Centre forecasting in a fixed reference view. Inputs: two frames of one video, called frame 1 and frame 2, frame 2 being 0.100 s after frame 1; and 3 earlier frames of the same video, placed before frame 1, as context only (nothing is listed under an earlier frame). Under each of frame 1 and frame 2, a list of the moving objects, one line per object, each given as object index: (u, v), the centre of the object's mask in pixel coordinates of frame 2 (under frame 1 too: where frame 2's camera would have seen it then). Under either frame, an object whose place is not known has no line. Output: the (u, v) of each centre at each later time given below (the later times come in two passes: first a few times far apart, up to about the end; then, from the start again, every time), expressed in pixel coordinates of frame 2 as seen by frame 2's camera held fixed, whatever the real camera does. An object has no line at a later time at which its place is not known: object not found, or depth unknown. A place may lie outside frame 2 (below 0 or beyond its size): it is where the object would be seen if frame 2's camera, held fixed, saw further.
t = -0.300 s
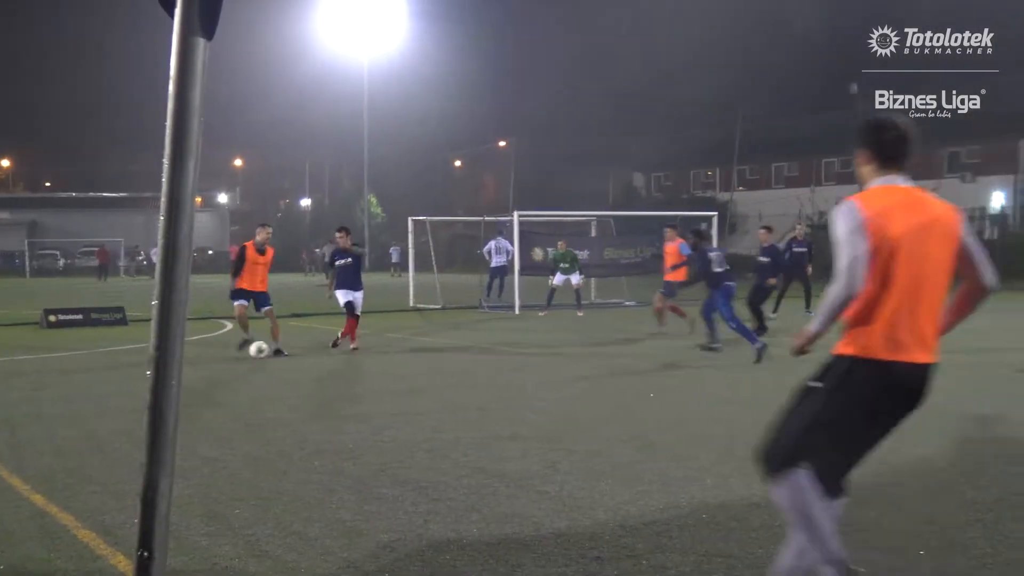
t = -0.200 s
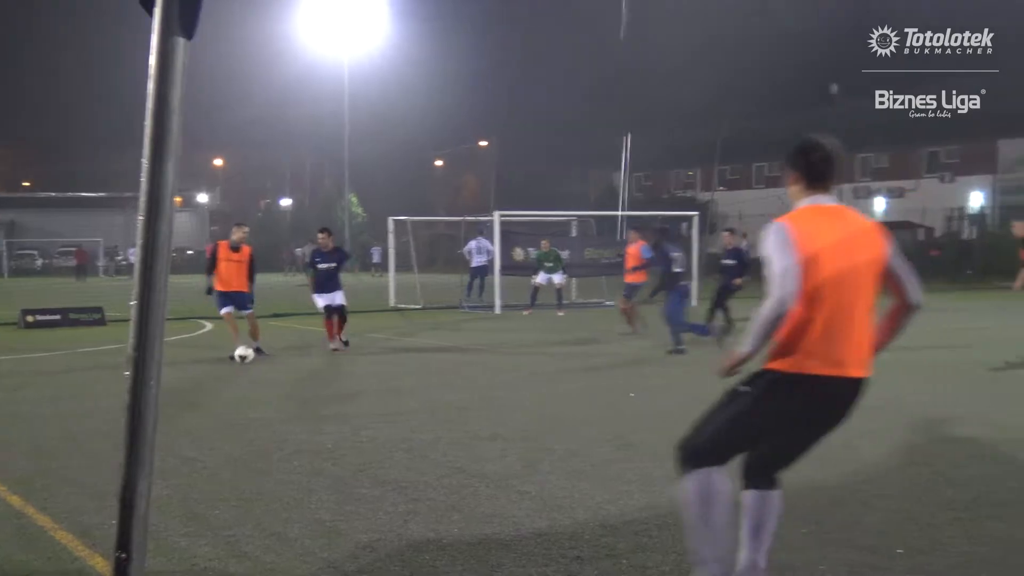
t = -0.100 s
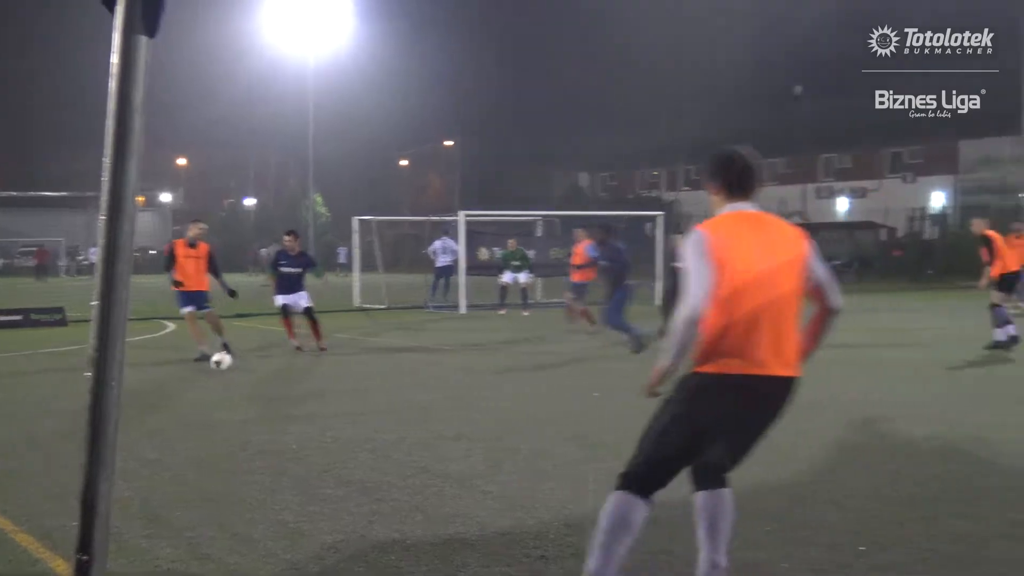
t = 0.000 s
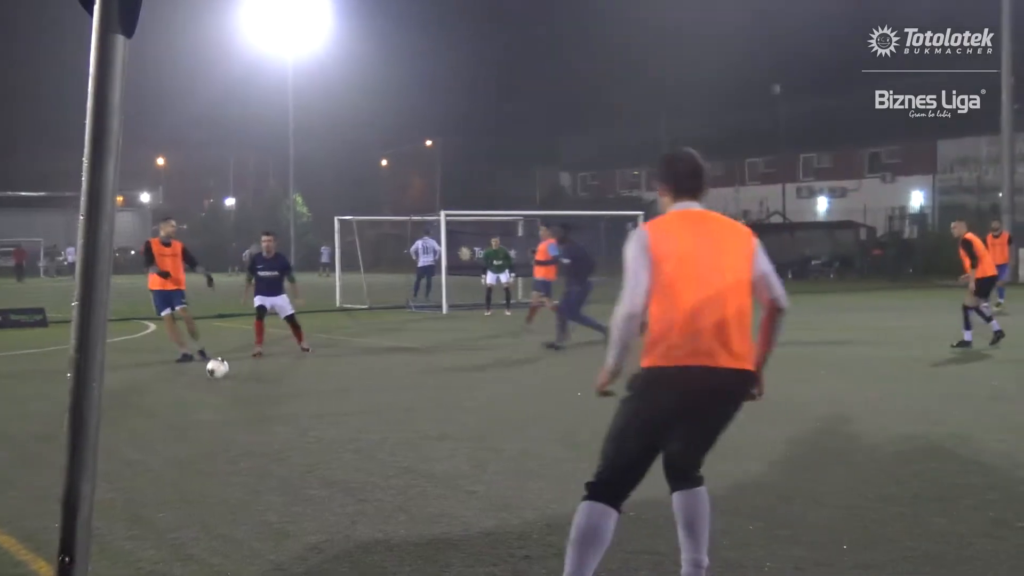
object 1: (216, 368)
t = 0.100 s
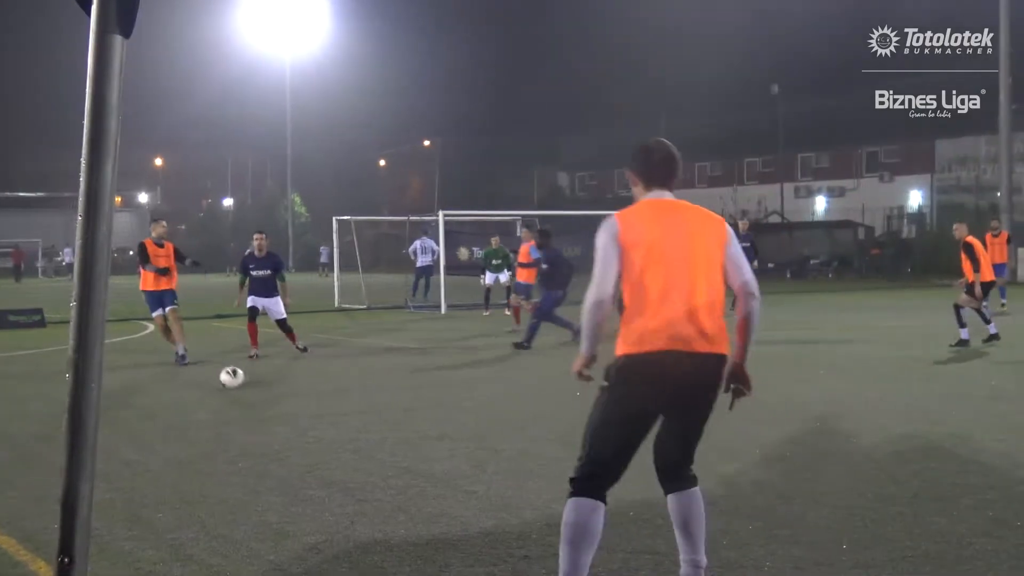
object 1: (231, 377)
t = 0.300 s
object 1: (264, 393)
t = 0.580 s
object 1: (313, 413)
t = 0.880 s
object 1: (368, 445)
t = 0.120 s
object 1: (235, 379)
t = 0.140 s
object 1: (238, 380)
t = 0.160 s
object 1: (241, 382)
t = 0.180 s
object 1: (244, 383)
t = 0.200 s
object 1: (247, 385)
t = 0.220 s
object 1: (251, 386)
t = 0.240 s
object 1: (254, 388)
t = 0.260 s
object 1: (258, 390)
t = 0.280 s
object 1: (261, 392)
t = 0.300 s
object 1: (264, 393)
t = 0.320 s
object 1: (267, 395)
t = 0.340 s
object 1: (271, 396)
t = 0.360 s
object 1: (274, 398)
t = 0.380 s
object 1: (277, 400)
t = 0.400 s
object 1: (281, 401)
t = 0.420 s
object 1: (284, 401)
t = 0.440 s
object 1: (288, 402)
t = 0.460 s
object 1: (292, 404)
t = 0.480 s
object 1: (295, 407)
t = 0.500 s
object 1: (299, 409)
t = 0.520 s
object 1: (303, 413)
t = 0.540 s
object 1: (307, 415)
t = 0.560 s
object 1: (310, 414)
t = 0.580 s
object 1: (313, 413)
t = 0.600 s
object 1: (316, 414)
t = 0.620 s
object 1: (320, 415)
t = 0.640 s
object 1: (324, 417)
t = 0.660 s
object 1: (327, 419)
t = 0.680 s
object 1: (331, 422)
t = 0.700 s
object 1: (335, 426)
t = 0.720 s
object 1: (338, 430)
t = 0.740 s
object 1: (342, 433)
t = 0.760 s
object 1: (345, 434)
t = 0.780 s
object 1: (349, 434)
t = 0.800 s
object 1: (353, 436)
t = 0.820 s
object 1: (356, 439)
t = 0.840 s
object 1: (360, 443)
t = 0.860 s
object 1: (364, 445)
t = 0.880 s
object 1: (368, 445)
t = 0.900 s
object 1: (372, 447)
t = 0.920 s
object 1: (376, 449)
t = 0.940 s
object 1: (381, 452)
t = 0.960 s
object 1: (385, 455)
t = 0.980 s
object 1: (389, 458)
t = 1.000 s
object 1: (393, 460)
